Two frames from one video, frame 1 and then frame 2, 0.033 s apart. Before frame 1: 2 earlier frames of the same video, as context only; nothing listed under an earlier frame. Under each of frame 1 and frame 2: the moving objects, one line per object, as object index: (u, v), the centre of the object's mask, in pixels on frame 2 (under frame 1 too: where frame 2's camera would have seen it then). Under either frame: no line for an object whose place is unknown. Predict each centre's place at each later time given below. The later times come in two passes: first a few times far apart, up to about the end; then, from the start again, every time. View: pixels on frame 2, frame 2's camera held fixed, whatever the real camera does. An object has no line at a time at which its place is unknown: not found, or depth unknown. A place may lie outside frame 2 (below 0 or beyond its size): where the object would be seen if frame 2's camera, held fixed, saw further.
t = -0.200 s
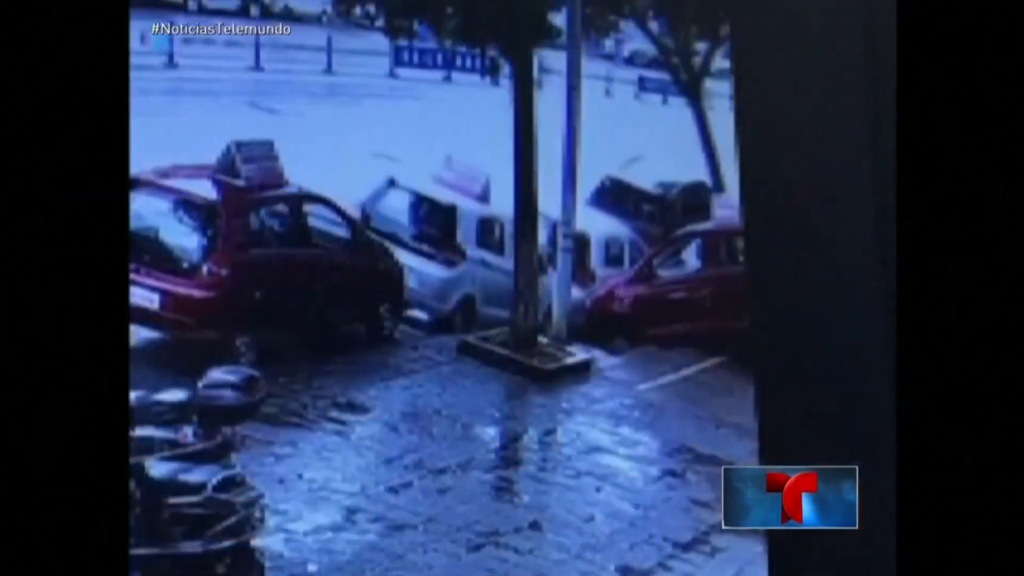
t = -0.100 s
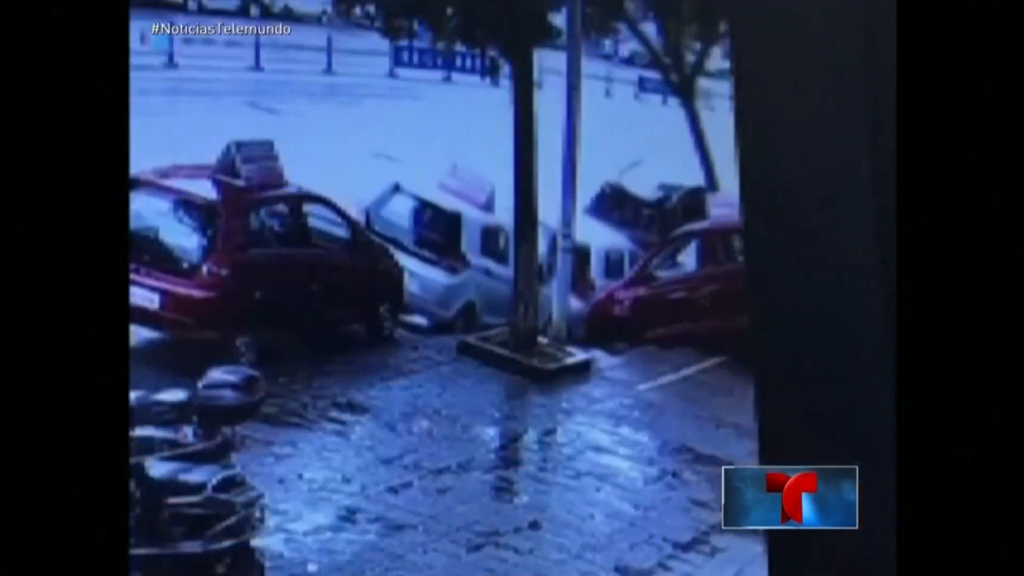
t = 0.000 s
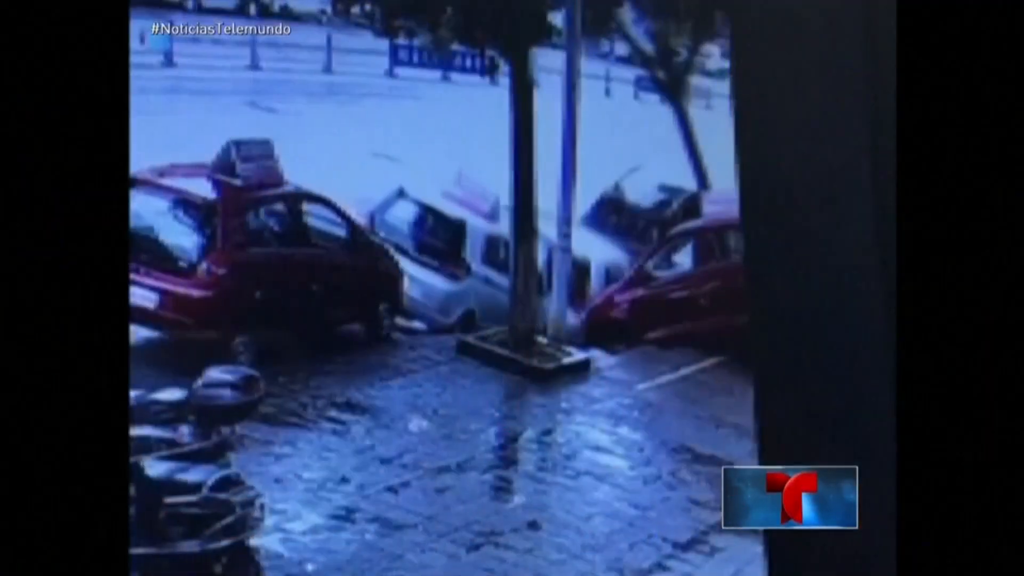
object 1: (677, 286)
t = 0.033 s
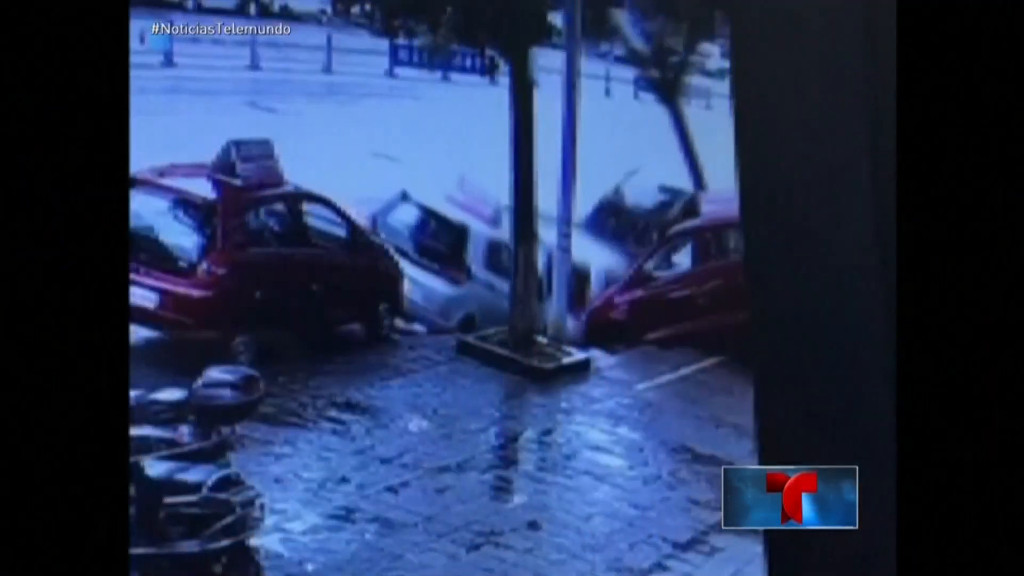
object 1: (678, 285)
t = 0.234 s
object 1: (679, 285)
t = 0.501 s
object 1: (680, 282)
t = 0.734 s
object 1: (681, 276)
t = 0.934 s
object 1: (674, 281)
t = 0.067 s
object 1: (678, 285)
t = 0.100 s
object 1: (678, 285)
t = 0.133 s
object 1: (678, 286)
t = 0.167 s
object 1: (678, 286)
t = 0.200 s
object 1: (678, 285)
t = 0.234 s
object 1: (679, 285)
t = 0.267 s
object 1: (680, 281)
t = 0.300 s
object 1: (680, 281)
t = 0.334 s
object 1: (679, 284)
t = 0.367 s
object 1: (678, 284)
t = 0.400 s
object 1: (678, 284)
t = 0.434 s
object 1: (679, 284)
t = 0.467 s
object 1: (680, 283)
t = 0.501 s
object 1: (680, 282)
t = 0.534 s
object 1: (680, 282)
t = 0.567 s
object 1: (681, 281)
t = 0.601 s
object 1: (683, 278)
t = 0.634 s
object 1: (683, 278)
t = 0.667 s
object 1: (682, 278)
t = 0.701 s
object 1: (682, 277)
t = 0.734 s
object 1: (681, 276)
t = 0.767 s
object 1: (680, 276)
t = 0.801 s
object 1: (680, 276)
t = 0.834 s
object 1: (679, 276)
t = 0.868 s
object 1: (677, 278)
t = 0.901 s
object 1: (676, 280)
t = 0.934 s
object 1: (674, 281)
